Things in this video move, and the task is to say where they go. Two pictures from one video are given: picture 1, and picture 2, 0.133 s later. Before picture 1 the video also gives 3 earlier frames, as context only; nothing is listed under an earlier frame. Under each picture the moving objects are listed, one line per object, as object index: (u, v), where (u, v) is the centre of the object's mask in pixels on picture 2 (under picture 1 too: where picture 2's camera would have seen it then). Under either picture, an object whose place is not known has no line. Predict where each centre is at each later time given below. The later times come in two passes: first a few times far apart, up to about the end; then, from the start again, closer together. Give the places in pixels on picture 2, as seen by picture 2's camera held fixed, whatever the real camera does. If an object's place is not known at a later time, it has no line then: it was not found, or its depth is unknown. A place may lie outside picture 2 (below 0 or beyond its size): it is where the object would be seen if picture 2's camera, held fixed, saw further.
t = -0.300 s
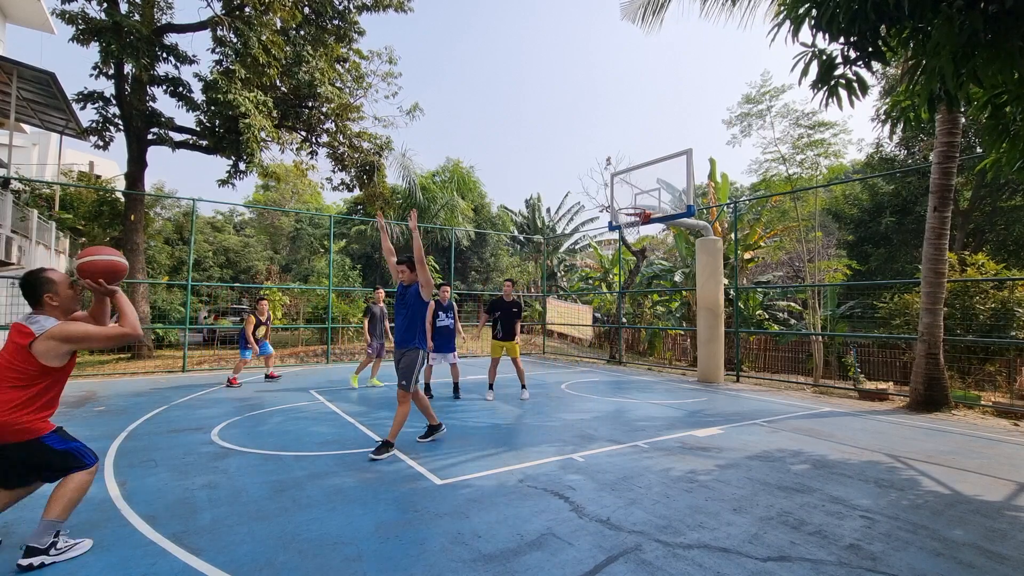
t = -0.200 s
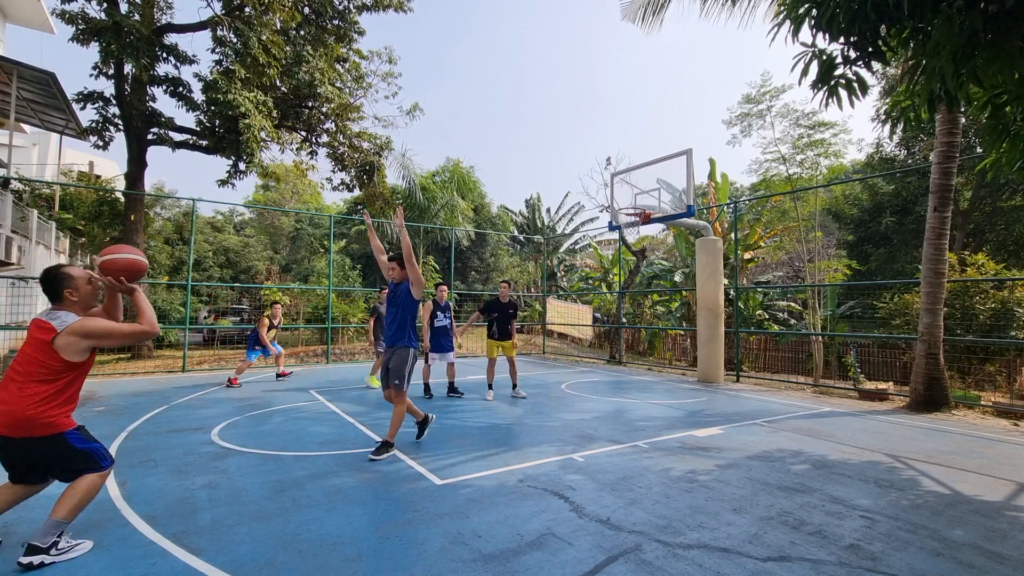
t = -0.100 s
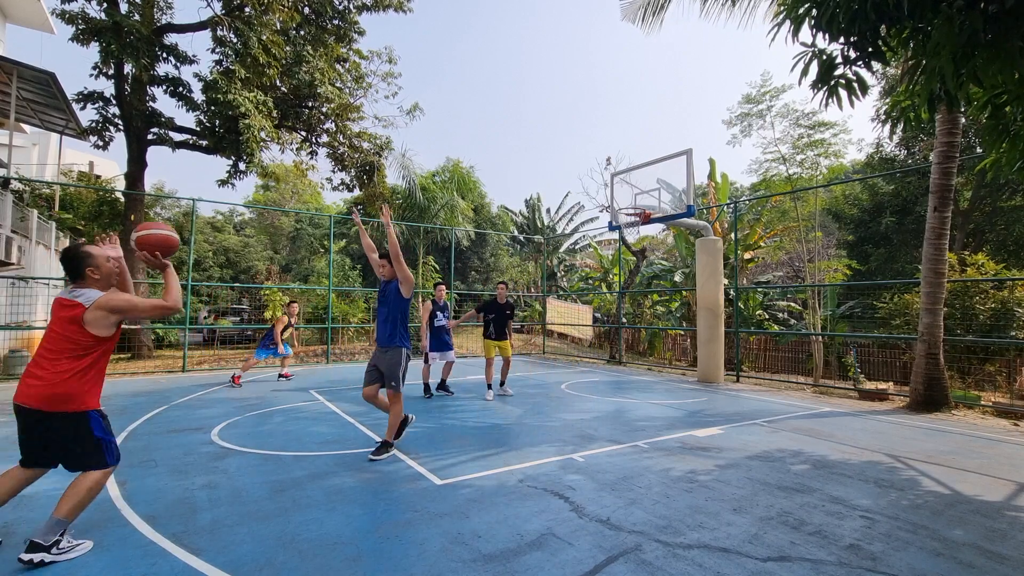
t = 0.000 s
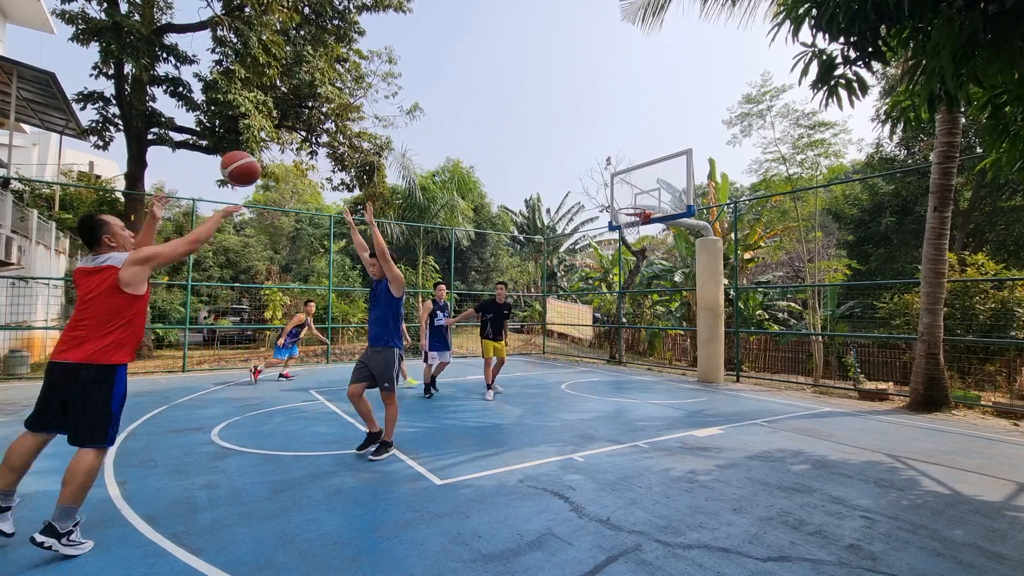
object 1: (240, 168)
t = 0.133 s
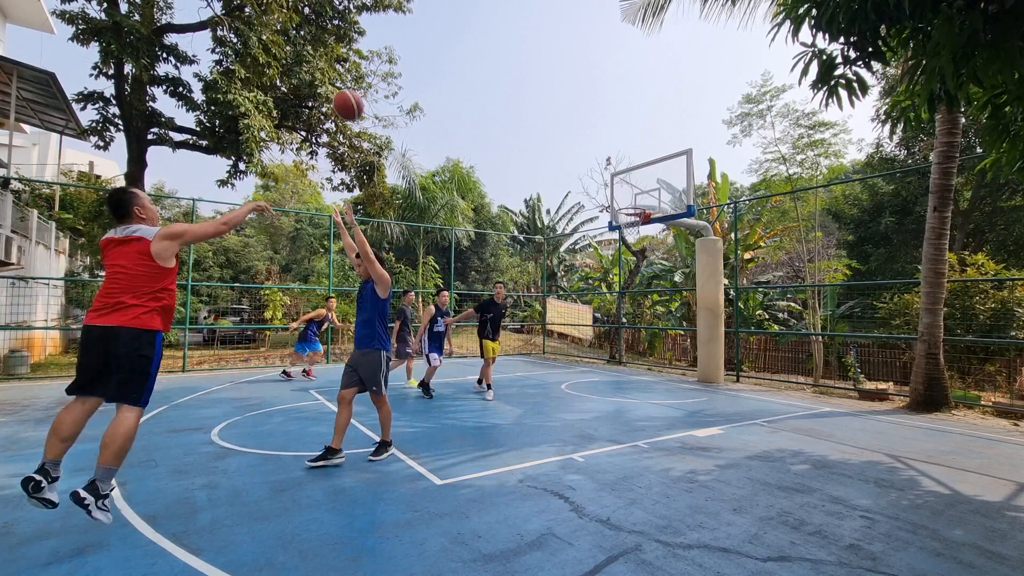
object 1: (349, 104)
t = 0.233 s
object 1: (408, 82)
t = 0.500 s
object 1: (517, 80)
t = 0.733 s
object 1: (579, 120)
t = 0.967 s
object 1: (623, 182)
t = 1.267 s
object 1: (678, 249)
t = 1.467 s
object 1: (727, 330)
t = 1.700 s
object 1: (790, 370)
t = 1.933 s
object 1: (854, 275)
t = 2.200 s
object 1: (953, 206)
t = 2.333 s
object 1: (1013, 198)
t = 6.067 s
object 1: (1007, 514)
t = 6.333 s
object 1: (894, 438)
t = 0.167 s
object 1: (370, 96)
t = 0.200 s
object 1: (390, 88)
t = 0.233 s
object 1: (408, 82)
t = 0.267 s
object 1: (425, 78)
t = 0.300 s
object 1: (441, 74)
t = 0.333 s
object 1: (456, 73)
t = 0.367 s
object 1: (470, 72)
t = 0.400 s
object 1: (483, 73)
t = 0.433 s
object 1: (495, 74)
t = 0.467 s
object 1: (507, 77)
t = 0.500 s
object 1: (517, 80)
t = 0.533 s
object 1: (528, 84)
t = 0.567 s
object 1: (537, 88)
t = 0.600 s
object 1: (546, 93)
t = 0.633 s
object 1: (555, 99)
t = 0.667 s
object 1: (563, 106)
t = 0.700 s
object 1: (571, 113)
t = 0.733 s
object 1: (579, 120)
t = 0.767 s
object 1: (586, 128)
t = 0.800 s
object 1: (593, 136)
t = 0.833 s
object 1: (600, 144)
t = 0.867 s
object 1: (606, 153)
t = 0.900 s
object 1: (612, 162)
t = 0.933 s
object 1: (618, 172)
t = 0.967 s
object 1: (623, 182)
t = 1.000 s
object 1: (629, 192)
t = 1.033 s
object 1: (634, 202)
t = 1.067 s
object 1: (638, 208)
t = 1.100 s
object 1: (644, 213)
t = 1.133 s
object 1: (649, 218)
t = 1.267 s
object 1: (678, 249)
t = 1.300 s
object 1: (685, 258)
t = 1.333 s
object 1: (692, 270)
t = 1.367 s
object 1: (701, 283)
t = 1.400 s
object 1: (709, 298)
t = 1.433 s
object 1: (719, 313)
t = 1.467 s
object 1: (727, 330)
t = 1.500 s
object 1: (737, 348)
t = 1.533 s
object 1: (746, 368)
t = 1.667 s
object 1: (782, 385)
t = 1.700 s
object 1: (790, 370)
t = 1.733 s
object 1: (797, 354)
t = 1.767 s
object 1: (806, 339)
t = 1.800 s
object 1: (814, 326)
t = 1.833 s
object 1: (823, 312)
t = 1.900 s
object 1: (843, 287)
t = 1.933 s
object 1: (854, 275)
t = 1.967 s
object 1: (863, 263)
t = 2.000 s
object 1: (874, 252)
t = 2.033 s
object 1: (886, 243)
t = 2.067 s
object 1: (898, 234)
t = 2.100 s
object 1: (911, 226)
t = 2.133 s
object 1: (923, 218)
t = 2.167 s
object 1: (939, 211)
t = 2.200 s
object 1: (953, 206)
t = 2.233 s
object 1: (970, 201)
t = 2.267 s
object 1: (987, 199)
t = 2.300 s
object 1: (1004, 198)
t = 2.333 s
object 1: (1013, 198)
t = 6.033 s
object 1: (1015, 498)
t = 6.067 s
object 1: (1007, 514)
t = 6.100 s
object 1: (997, 530)
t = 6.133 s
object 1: (981, 515)
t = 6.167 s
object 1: (965, 496)
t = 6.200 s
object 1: (950, 480)
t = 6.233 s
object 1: (935, 466)
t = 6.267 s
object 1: (921, 455)
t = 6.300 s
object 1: (907, 445)
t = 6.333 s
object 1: (894, 438)
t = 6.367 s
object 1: (881, 432)
